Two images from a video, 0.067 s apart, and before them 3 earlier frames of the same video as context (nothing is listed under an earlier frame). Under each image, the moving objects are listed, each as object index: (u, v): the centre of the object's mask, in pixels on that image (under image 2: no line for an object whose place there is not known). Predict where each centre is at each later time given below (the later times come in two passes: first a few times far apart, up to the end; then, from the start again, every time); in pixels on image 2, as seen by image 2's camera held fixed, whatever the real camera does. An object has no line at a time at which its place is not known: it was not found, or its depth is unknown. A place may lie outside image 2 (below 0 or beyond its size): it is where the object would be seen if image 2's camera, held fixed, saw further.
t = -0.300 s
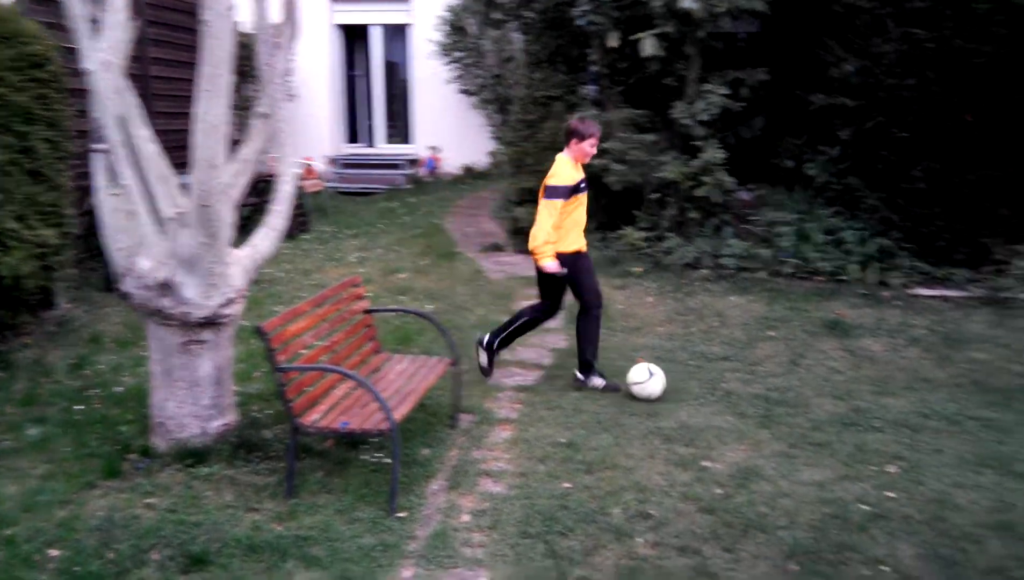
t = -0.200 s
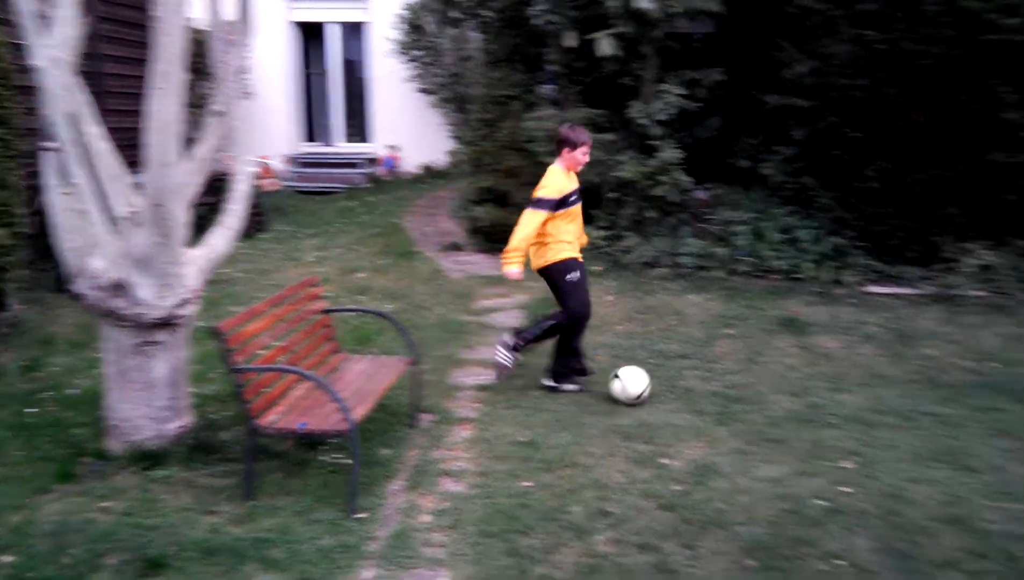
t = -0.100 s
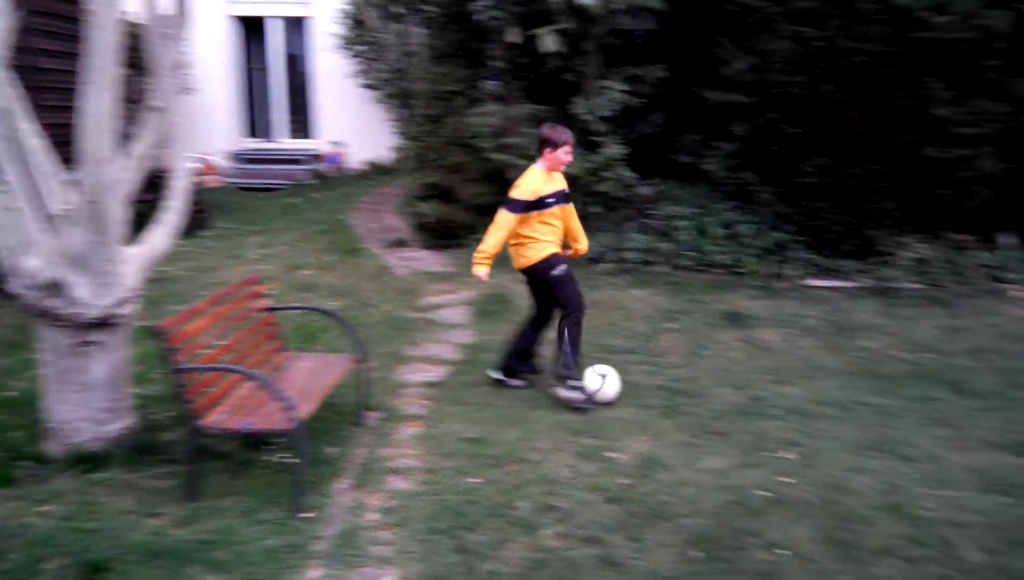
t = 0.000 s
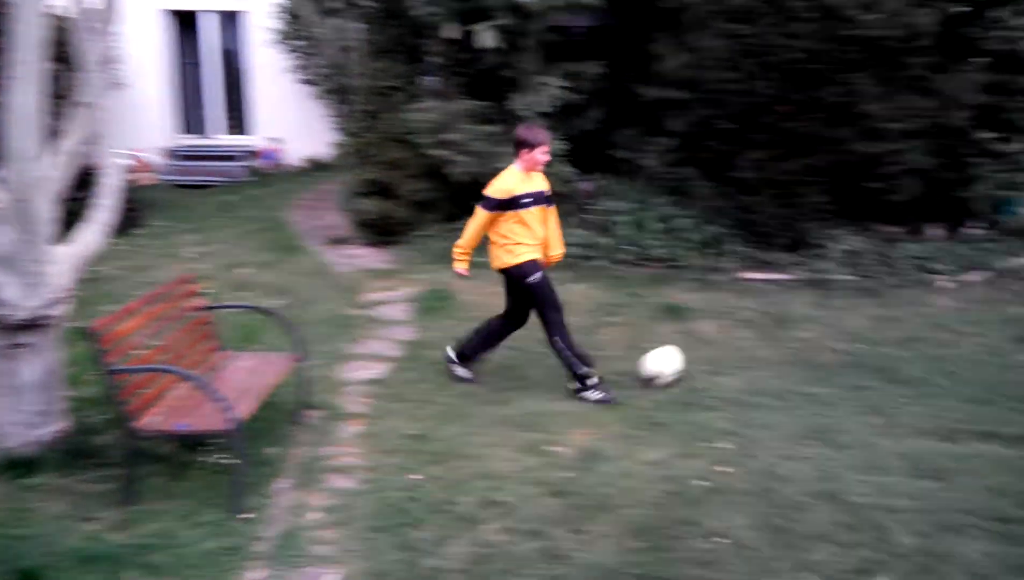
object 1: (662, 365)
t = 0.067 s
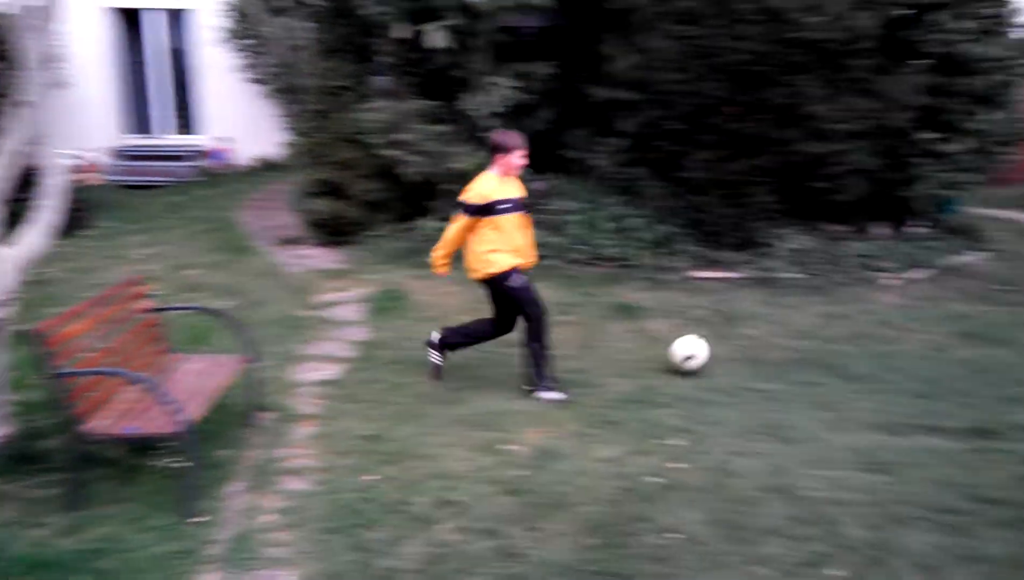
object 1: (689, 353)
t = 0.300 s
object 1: (885, 318)
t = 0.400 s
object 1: (952, 316)
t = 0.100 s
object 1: (725, 350)
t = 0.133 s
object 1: (759, 349)
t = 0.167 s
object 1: (788, 343)
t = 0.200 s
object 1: (813, 335)
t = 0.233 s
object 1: (838, 327)
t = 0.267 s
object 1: (862, 321)
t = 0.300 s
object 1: (885, 318)
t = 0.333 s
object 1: (908, 315)
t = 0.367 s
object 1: (929, 315)
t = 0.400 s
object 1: (952, 316)
